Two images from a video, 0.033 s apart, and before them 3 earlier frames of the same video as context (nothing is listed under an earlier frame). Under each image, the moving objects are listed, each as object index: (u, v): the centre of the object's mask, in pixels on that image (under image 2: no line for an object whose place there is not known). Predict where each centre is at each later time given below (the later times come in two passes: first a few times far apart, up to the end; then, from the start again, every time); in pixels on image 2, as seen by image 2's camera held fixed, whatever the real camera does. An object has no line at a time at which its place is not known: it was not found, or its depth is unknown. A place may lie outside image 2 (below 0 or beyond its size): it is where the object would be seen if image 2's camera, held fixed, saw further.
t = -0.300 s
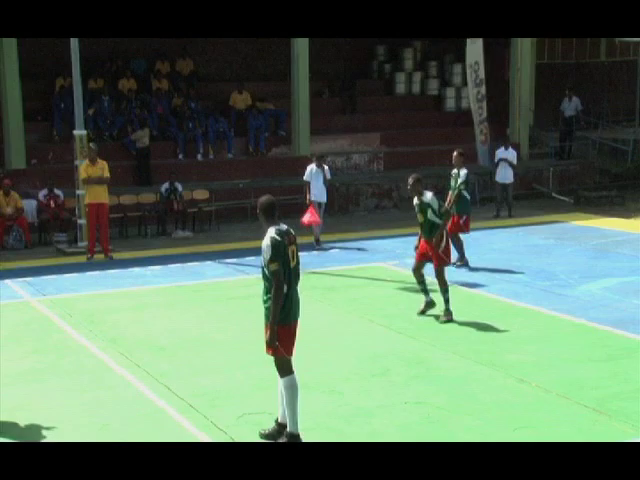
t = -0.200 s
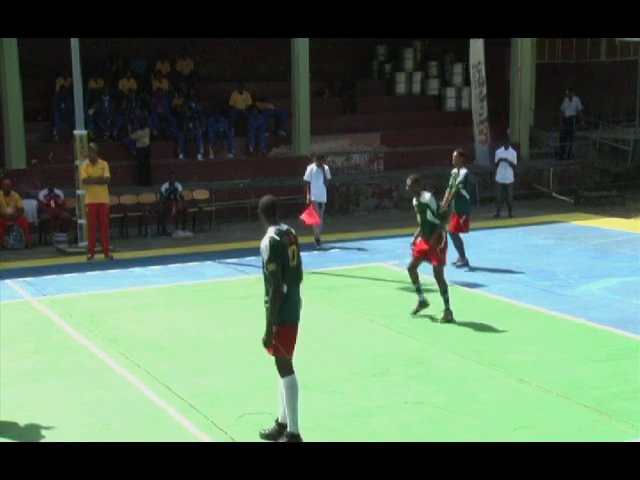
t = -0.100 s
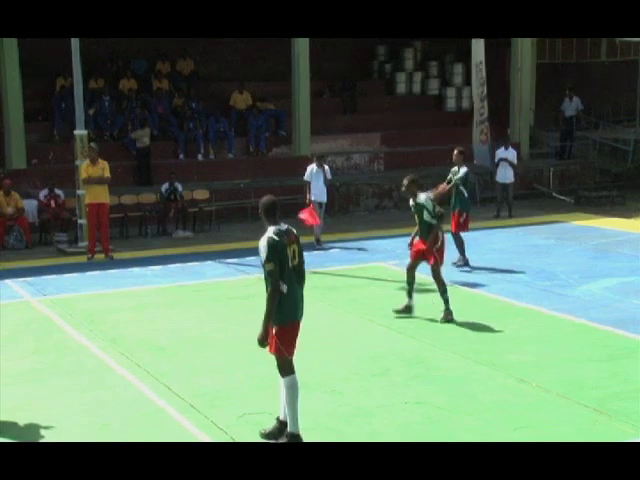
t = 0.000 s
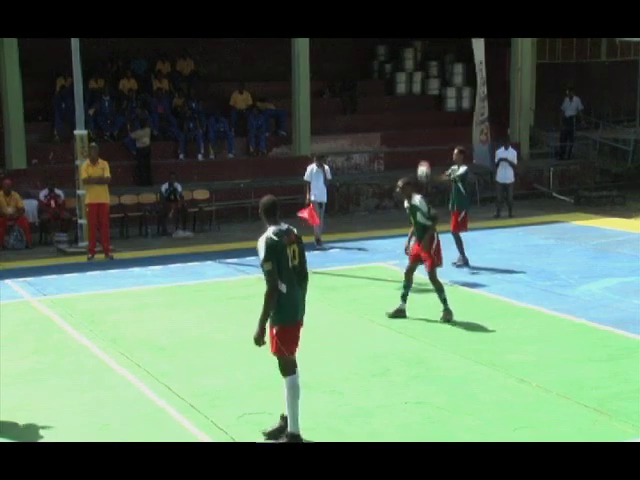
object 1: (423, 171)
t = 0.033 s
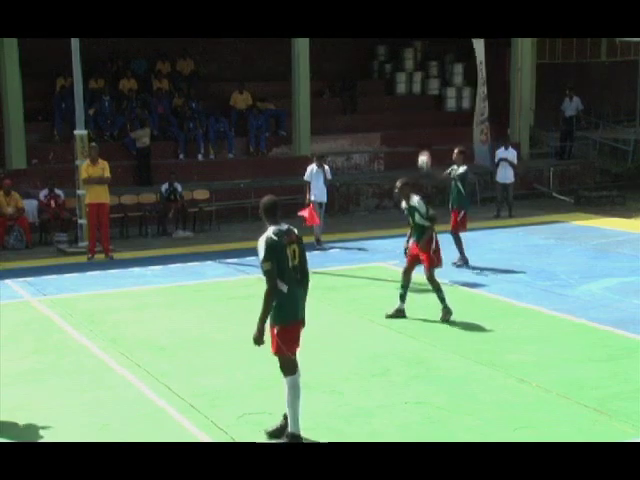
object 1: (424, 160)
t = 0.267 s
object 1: (430, 104)
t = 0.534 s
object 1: (435, 84)
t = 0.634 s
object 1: (437, 88)
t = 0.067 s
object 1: (425, 150)
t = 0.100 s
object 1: (426, 140)
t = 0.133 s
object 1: (426, 132)
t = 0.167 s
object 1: (427, 123)
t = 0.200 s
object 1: (428, 116)
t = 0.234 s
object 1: (429, 110)
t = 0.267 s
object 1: (430, 104)
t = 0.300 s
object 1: (430, 99)
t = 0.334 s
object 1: (431, 94)
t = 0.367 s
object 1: (432, 90)
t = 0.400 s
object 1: (432, 88)
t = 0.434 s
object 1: (433, 86)
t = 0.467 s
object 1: (434, 85)
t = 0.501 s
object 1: (435, 84)
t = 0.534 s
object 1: (435, 84)
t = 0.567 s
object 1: (436, 84)
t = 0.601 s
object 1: (437, 86)
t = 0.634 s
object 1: (437, 88)
